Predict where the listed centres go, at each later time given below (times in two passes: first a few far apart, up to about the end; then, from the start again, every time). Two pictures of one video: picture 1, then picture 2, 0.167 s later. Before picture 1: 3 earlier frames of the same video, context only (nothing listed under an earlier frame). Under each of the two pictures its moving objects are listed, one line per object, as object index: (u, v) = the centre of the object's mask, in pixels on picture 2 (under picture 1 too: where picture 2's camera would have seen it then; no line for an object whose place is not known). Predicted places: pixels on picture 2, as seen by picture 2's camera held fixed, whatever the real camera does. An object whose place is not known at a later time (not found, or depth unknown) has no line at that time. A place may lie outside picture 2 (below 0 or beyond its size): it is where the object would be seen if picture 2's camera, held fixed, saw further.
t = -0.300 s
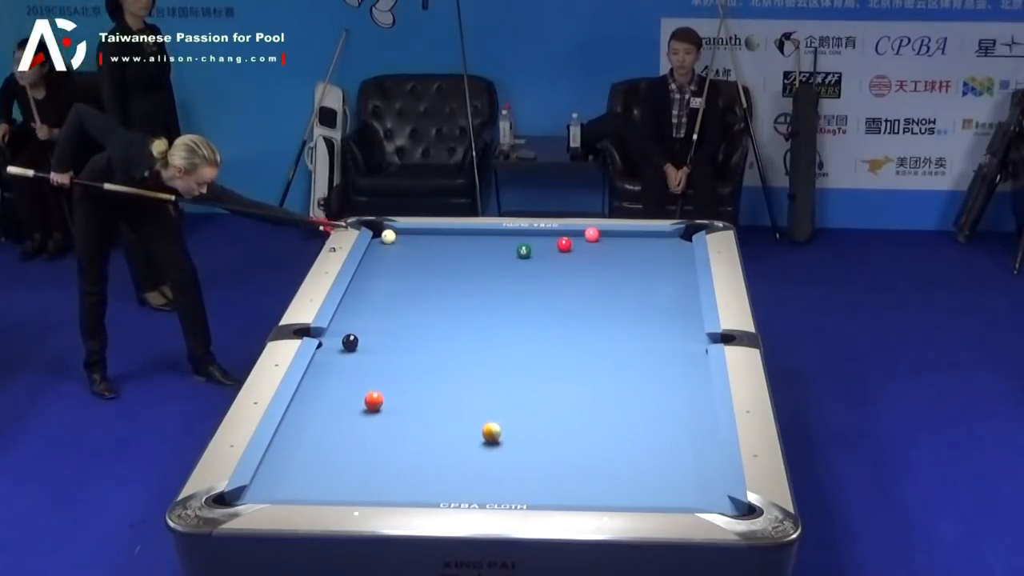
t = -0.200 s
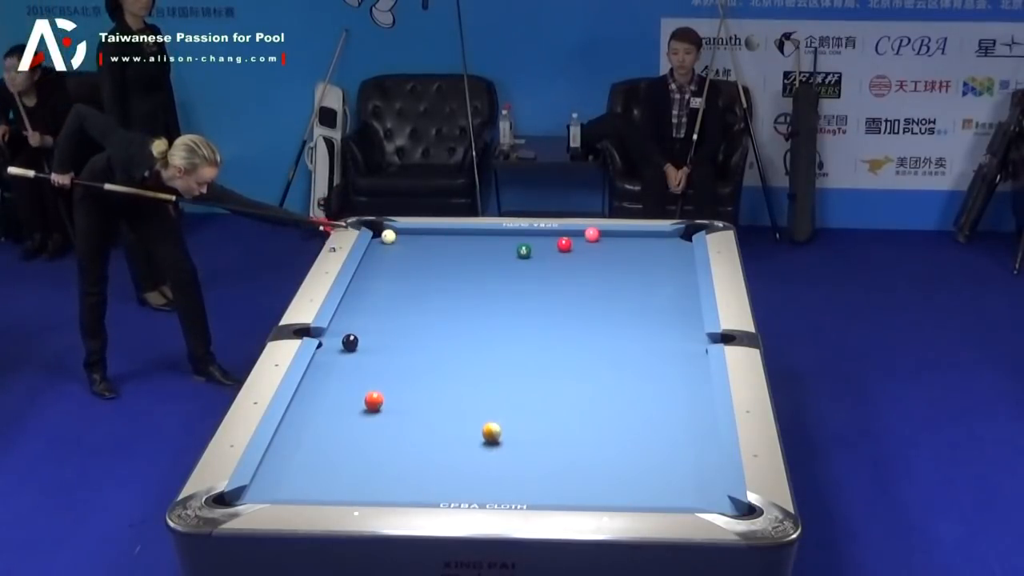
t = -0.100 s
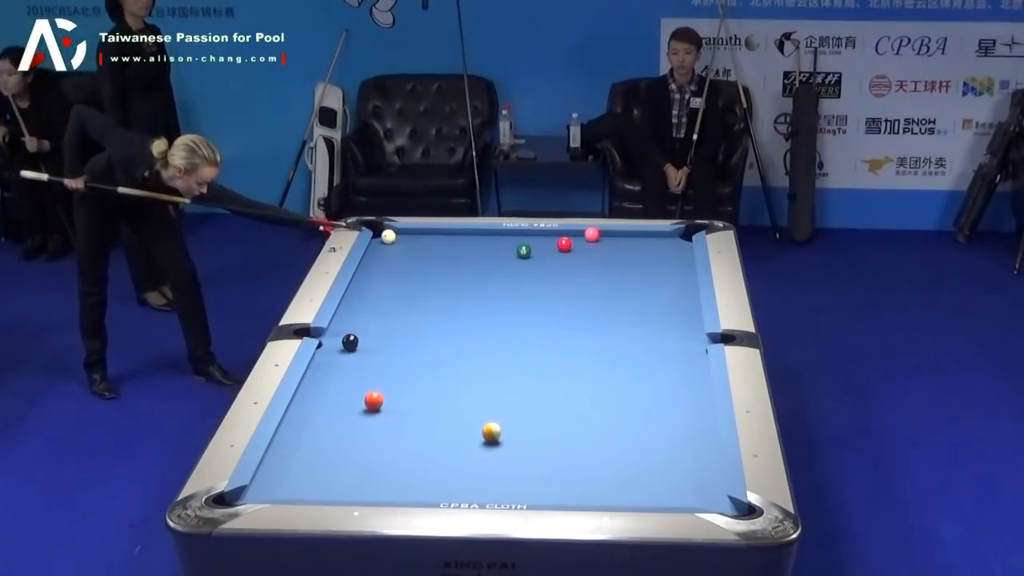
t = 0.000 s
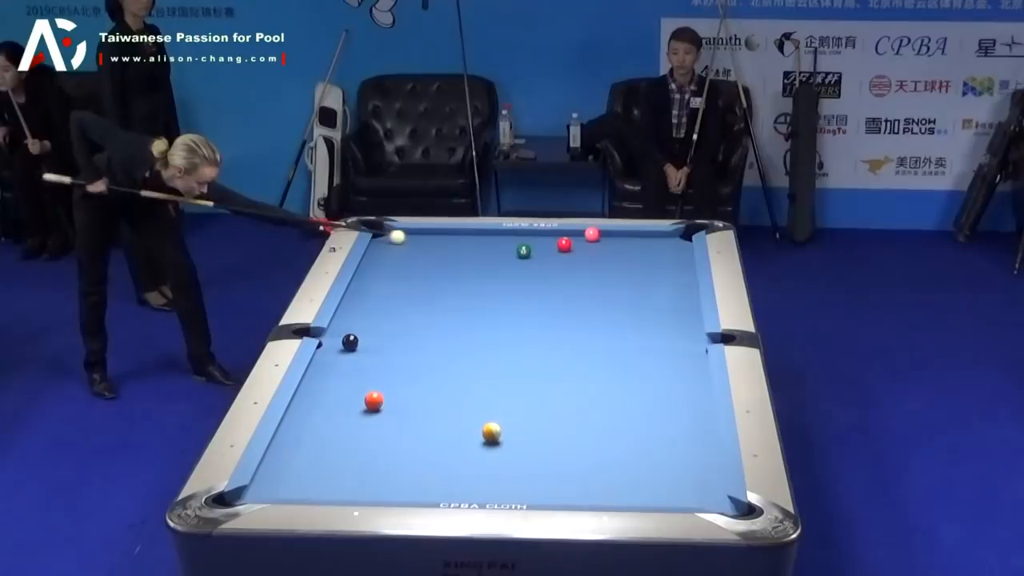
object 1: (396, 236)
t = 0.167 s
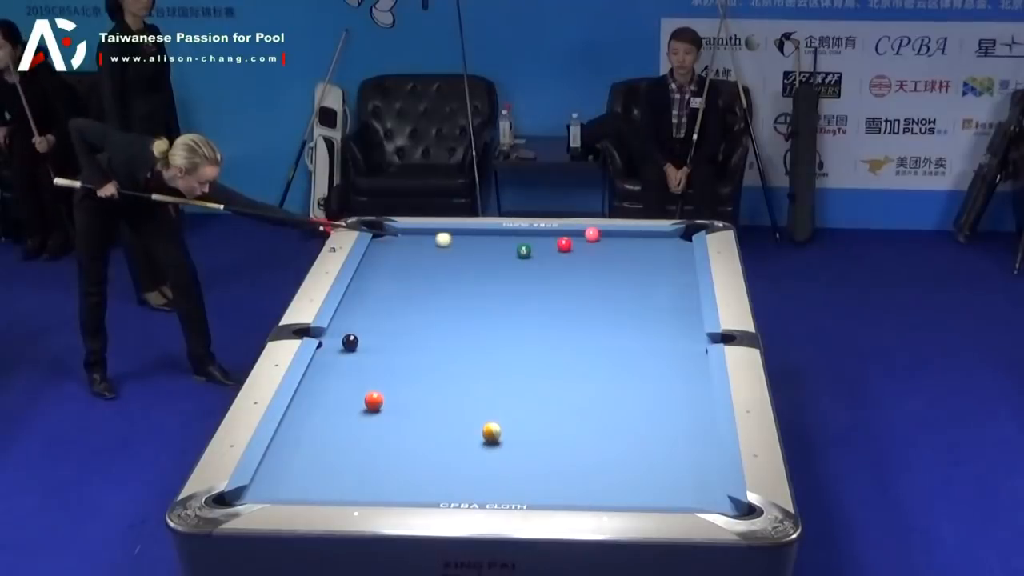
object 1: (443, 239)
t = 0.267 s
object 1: (470, 241)
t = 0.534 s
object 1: (544, 245)
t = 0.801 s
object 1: (571, 254)
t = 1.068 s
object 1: (598, 263)
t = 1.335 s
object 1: (624, 271)
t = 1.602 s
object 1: (650, 280)
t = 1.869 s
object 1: (677, 289)
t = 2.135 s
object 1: (686, 296)
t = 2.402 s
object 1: (673, 301)
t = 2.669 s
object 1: (661, 306)
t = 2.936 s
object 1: (651, 311)
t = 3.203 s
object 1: (640, 316)
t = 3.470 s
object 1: (631, 320)
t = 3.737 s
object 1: (623, 324)
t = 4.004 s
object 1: (615, 327)
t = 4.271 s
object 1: (609, 330)
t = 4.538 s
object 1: (602, 333)
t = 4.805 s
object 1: (597, 335)
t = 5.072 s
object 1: (593, 338)
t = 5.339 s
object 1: (589, 340)
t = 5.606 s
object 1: (587, 341)
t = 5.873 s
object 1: (585, 341)
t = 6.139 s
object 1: (584, 342)
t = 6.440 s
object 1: (584, 342)
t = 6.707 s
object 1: (584, 342)
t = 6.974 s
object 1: (584, 342)
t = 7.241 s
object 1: (584, 342)
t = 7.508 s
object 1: (584, 342)
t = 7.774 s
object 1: (584, 342)
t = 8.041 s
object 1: (584, 342)
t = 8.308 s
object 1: (584, 342)
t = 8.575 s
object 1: (584, 342)
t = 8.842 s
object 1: (584, 342)
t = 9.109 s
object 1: (584, 342)
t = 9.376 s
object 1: (584, 342)
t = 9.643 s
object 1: (584, 342)
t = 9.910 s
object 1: (584, 342)
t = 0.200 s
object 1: (452, 240)
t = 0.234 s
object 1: (461, 241)
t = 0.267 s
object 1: (470, 241)
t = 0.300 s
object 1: (479, 242)
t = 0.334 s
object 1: (488, 242)
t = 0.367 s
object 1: (498, 243)
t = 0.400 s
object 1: (507, 243)
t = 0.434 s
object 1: (515, 243)
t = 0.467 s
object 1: (526, 241)
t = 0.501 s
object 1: (535, 245)
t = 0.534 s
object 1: (544, 245)
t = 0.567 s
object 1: (550, 246)
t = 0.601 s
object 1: (552, 247)
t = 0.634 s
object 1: (555, 249)
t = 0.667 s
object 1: (558, 250)
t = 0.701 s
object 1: (561, 251)
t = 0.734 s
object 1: (564, 252)
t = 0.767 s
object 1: (568, 253)
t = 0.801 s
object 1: (571, 254)
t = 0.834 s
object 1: (574, 255)
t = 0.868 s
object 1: (578, 256)
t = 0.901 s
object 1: (581, 258)
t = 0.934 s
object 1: (584, 259)
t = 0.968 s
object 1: (588, 259)
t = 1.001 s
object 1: (591, 261)
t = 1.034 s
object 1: (594, 262)
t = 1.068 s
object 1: (598, 263)
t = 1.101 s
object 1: (601, 264)
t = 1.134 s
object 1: (604, 265)
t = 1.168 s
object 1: (608, 266)
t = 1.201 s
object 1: (611, 267)
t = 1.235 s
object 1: (614, 268)
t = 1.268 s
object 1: (617, 269)
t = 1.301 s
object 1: (621, 270)
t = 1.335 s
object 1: (624, 271)
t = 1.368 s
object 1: (627, 273)
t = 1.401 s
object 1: (631, 274)
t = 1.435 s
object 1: (634, 275)
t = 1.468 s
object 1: (637, 276)
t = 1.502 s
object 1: (641, 277)
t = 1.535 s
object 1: (644, 278)
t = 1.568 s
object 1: (647, 279)
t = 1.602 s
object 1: (650, 280)
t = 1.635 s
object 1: (654, 281)
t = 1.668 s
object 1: (657, 282)
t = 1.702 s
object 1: (660, 283)
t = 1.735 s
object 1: (663, 284)
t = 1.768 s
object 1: (667, 285)
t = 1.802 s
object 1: (670, 286)
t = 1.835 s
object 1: (674, 288)
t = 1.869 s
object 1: (677, 289)
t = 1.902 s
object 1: (680, 290)
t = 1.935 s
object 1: (683, 291)
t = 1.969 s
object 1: (686, 292)
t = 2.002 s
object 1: (689, 293)
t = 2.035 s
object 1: (691, 294)
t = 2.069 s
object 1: (689, 294)
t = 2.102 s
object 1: (687, 295)
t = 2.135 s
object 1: (686, 296)
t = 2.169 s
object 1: (684, 296)
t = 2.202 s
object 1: (683, 297)
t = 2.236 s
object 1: (681, 298)
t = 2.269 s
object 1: (679, 298)
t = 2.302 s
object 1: (678, 299)
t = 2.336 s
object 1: (676, 300)
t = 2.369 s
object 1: (675, 301)
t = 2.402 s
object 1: (673, 301)
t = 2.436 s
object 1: (672, 302)
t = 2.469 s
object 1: (670, 303)
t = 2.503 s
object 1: (669, 303)
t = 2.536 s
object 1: (667, 304)
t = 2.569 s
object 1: (666, 304)
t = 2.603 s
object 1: (664, 305)
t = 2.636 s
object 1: (663, 306)
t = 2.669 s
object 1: (661, 306)
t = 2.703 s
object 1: (660, 307)
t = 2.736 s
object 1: (659, 308)
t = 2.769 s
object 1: (657, 308)
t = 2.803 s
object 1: (656, 309)
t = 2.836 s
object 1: (655, 310)
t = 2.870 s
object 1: (653, 310)
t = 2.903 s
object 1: (652, 311)
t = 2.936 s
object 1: (651, 311)
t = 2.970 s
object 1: (649, 312)
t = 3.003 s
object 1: (648, 312)
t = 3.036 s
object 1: (647, 313)
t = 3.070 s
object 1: (645, 314)
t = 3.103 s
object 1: (644, 314)
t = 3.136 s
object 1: (643, 315)
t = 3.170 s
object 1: (642, 315)
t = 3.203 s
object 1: (640, 316)
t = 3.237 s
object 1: (639, 316)
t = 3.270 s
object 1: (638, 317)
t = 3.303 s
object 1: (637, 317)
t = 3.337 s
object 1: (636, 318)
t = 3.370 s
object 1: (635, 319)
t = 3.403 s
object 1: (634, 319)
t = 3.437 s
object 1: (632, 319)
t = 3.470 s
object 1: (631, 320)
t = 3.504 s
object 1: (630, 321)
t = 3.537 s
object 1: (629, 321)
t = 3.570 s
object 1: (628, 322)
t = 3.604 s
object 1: (627, 322)
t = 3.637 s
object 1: (626, 323)
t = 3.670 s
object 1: (625, 323)
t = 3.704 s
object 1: (624, 324)
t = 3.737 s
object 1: (623, 324)
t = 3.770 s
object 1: (622, 325)
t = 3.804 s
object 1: (621, 325)
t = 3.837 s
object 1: (620, 325)
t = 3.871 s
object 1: (619, 326)
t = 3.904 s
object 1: (618, 326)
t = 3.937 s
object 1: (617, 327)
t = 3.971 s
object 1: (616, 327)
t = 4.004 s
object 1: (615, 327)
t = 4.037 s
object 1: (614, 328)
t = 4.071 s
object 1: (614, 328)
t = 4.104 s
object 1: (613, 329)
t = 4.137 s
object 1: (612, 329)
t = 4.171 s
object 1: (611, 329)
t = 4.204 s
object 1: (610, 330)
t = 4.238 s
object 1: (609, 330)
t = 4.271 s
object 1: (609, 330)
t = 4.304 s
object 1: (608, 331)
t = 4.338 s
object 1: (607, 331)
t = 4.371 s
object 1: (606, 332)
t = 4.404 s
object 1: (605, 332)
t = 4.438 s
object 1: (605, 332)
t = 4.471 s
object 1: (604, 333)
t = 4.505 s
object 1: (603, 333)
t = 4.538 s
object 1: (602, 333)
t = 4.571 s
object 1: (602, 333)
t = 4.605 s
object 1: (601, 334)
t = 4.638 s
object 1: (600, 334)
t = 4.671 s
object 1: (600, 334)
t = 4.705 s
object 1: (599, 335)
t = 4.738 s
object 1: (599, 335)
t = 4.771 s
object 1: (598, 335)
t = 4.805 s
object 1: (597, 335)
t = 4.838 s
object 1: (596, 336)
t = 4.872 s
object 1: (596, 336)
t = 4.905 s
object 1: (595, 336)
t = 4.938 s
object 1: (595, 337)
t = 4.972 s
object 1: (594, 337)
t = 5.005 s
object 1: (594, 337)
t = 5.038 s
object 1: (593, 338)
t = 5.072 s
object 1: (593, 338)
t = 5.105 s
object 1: (592, 338)
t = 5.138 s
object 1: (592, 338)
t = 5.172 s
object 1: (591, 339)
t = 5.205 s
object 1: (591, 339)
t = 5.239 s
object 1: (591, 339)
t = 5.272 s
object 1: (590, 339)
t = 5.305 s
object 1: (590, 340)
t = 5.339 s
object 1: (589, 340)
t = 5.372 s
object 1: (589, 340)
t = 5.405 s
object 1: (589, 340)
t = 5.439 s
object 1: (588, 340)
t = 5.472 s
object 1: (588, 340)
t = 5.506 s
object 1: (588, 340)
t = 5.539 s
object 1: (587, 340)
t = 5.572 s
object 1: (587, 340)
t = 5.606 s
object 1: (587, 341)
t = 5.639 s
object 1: (586, 341)
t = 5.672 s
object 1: (586, 341)
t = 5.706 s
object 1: (586, 341)
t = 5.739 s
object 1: (585, 341)
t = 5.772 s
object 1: (585, 341)
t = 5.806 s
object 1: (585, 341)
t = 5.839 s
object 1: (585, 342)
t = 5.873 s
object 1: (585, 341)
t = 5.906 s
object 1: (584, 342)
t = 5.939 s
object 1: (584, 342)
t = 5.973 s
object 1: (584, 342)
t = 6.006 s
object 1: (584, 342)
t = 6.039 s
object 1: (584, 342)
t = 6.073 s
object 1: (584, 342)
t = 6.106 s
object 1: (584, 342)
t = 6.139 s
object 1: (584, 342)
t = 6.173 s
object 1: (584, 342)
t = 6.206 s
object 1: (584, 342)
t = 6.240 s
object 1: (584, 342)
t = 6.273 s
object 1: (584, 342)
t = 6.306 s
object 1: (584, 342)
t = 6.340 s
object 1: (584, 342)
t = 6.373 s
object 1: (584, 342)
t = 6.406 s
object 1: (584, 342)
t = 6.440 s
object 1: (584, 342)
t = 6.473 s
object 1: (584, 342)
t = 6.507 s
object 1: (584, 342)
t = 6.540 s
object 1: (584, 342)
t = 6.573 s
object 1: (584, 342)
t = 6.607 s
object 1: (584, 342)
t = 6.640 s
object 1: (584, 342)
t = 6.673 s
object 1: (584, 342)
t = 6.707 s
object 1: (584, 342)
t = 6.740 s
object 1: (584, 342)
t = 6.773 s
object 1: (584, 342)
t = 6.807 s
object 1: (584, 342)
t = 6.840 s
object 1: (584, 342)
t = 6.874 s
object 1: (584, 342)
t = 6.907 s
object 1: (584, 342)
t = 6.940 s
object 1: (584, 342)
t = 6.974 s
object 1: (584, 342)
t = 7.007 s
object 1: (584, 342)
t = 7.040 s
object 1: (584, 342)
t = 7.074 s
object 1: (584, 342)
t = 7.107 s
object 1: (584, 342)
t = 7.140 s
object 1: (584, 342)
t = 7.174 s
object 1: (584, 342)
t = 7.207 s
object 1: (584, 342)
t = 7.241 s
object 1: (584, 342)
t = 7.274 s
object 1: (584, 342)
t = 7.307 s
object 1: (584, 342)
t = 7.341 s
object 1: (584, 342)
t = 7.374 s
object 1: (584, 342)
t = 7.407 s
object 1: (584, 342)
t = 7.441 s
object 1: (584, 342)
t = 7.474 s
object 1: (584, 342)
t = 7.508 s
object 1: (584, 342)
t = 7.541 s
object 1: (584, 342)
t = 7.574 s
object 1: (584, 342)
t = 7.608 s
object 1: (584, 342)
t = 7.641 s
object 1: (584, 342)
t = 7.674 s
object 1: (584, 342)
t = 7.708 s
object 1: (584, 342)
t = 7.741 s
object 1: (584, 342)
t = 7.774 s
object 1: (584, 342)
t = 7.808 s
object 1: (584, 342)
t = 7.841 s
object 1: (584, 342)
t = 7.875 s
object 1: (584, 342)
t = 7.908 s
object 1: (584, 342)
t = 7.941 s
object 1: (584, 342)
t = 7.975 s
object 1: (584, 342)
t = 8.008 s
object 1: (584, 342)
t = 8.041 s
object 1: (584, 342)
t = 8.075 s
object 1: (584, 342)
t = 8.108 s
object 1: (584, 342)
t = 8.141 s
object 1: (584, 342)
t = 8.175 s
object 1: (584, 342)
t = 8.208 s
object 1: (584, 342)
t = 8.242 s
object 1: (584, 342)
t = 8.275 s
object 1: (584, 342)
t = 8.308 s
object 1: (584, 342)
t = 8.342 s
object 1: (584, 342)
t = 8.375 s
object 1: (584, 342)
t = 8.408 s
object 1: (584, 342)
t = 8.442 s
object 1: (584, 342)
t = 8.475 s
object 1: (584, 342)
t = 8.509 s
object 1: (584, 342)
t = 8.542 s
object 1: (584, 342)
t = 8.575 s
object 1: (584, 342)
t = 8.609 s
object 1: (584, 342)
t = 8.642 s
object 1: (584, 342)
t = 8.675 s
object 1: (584, 342)
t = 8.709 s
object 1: (584, 342)
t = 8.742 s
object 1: (584, 342)
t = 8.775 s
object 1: (584, 342)
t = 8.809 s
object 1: (584, 342)
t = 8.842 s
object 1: (584, 342)
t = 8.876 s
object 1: (584, 342)
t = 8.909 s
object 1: (584, 342)
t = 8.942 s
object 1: (584, 342)
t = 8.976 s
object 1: (584, 342)
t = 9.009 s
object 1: (584, 342)
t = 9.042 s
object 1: (584, 342)
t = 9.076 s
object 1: (584, 342)
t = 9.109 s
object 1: (584, 342)
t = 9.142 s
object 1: (584, 342)
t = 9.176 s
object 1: (584, 342)
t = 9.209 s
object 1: (584, 342)
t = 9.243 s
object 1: (584, 342)
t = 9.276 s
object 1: (584, 342)
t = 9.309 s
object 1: (584, 342)
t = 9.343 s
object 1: (584, 342)
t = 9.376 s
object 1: (584, 342)
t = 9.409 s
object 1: (584, 342)
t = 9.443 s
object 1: (584, 342)
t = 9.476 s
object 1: (584, 342)
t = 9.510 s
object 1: (584, 342)
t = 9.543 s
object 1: (584, 342)
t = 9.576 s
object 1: (584, 342)
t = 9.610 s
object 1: (584, 342)
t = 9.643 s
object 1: (584, 342)
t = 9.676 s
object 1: (584, 342)
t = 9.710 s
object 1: (584, 342)
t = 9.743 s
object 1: (584, 342)
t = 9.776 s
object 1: (584, 342)
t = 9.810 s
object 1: (584, 342)
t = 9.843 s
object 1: (584, 342)
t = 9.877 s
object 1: (584, 342)
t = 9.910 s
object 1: (584, 342)
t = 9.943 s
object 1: (584, 342)
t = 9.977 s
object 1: (584, 342)
